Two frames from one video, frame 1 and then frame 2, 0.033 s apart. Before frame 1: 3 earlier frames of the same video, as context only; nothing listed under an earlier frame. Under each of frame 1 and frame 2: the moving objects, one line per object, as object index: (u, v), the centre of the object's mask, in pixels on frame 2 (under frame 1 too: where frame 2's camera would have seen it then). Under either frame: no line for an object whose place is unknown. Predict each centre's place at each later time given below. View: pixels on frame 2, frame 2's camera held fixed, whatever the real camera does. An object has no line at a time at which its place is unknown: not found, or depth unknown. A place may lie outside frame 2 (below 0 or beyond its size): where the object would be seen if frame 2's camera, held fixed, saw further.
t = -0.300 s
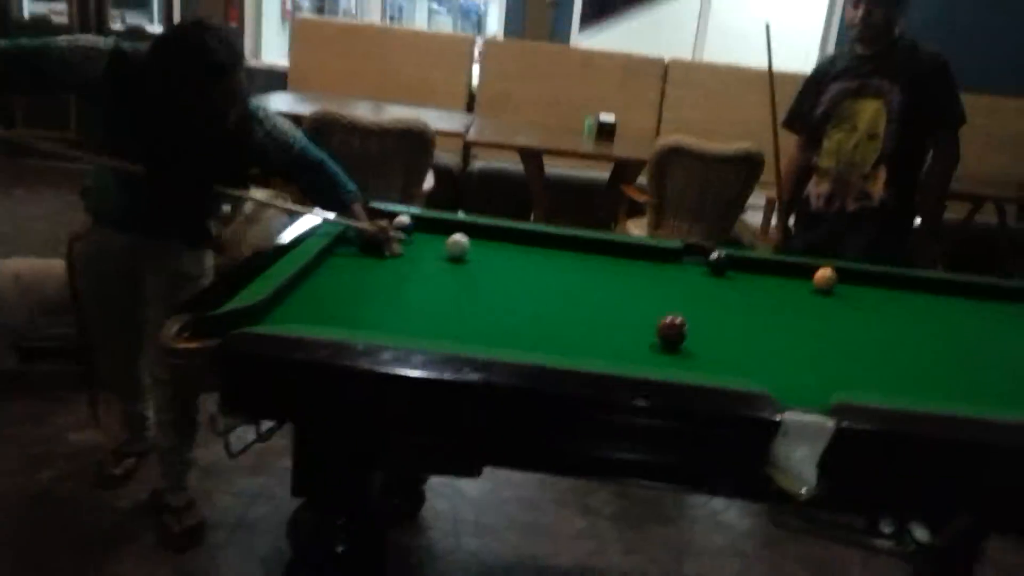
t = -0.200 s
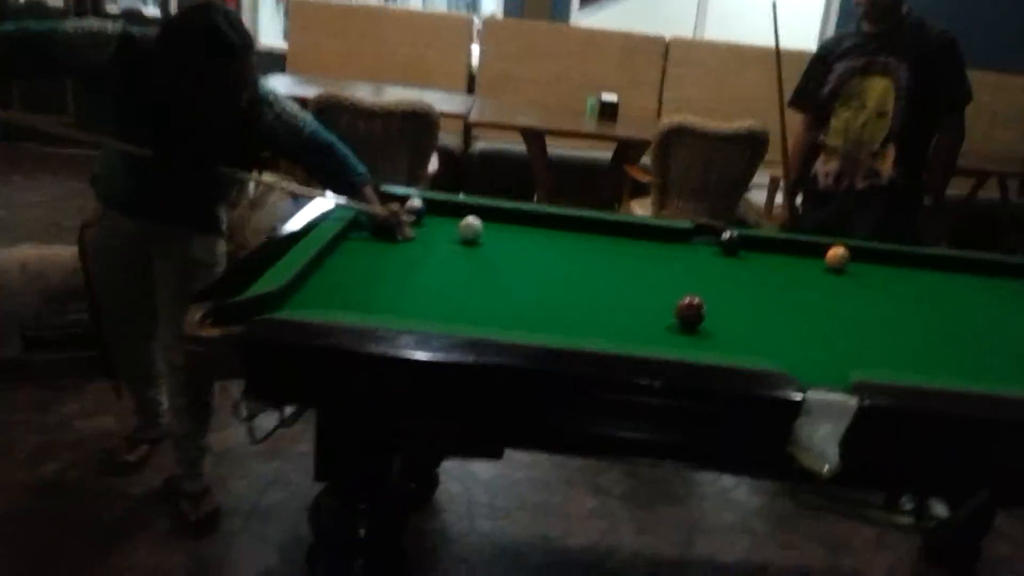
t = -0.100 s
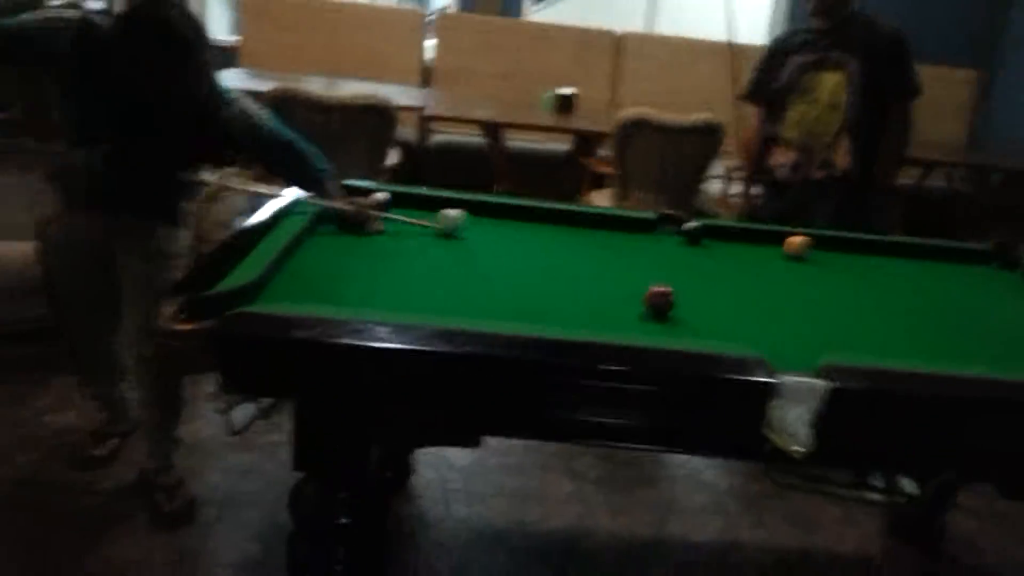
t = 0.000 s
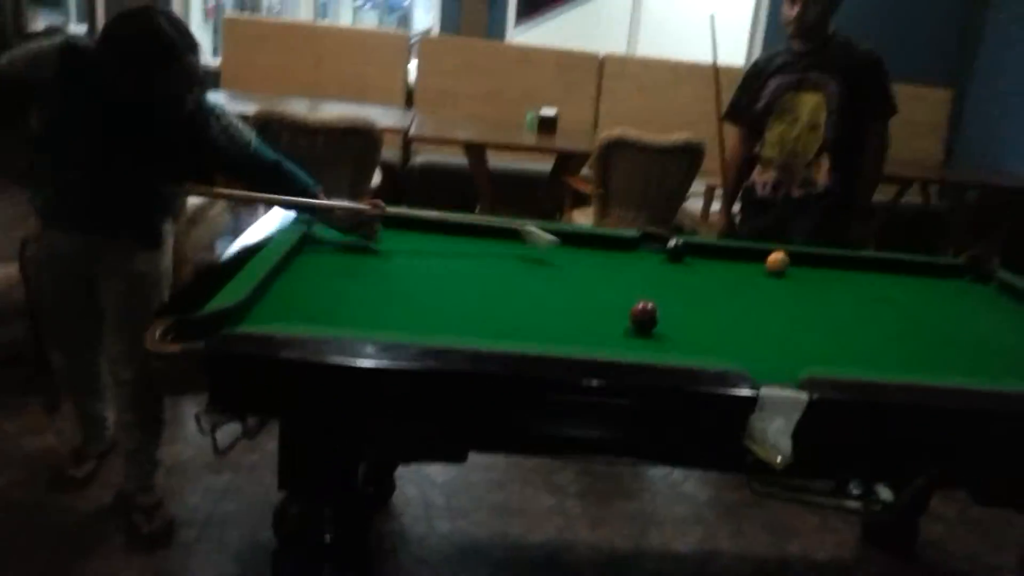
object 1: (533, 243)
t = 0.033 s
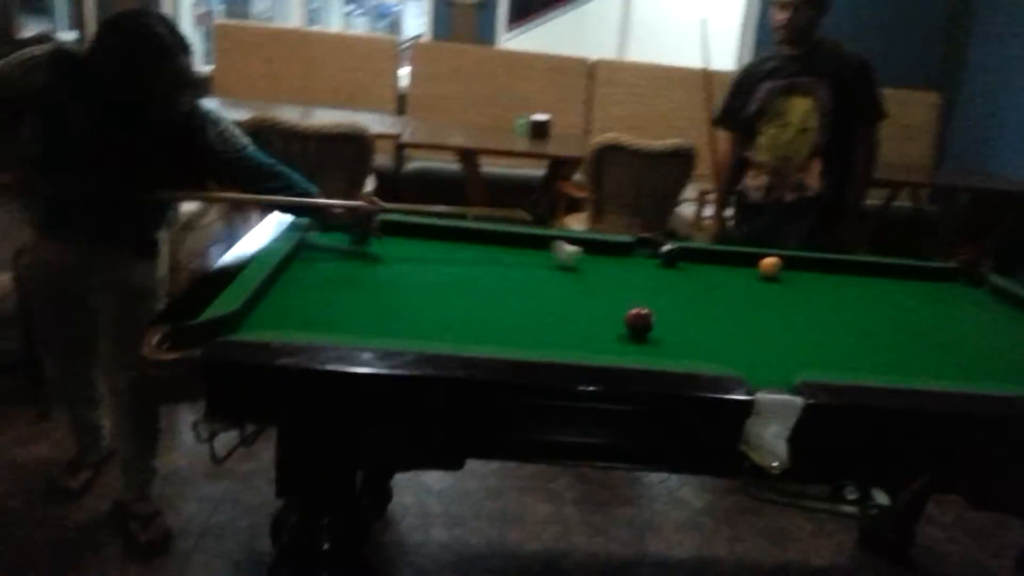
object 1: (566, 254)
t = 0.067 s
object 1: (598, 256)
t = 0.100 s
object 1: (627, 257)
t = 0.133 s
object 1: (654, 259)
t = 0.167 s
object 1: (679, 258)
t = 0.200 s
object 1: (708, 262)
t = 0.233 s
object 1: (732, 263)
